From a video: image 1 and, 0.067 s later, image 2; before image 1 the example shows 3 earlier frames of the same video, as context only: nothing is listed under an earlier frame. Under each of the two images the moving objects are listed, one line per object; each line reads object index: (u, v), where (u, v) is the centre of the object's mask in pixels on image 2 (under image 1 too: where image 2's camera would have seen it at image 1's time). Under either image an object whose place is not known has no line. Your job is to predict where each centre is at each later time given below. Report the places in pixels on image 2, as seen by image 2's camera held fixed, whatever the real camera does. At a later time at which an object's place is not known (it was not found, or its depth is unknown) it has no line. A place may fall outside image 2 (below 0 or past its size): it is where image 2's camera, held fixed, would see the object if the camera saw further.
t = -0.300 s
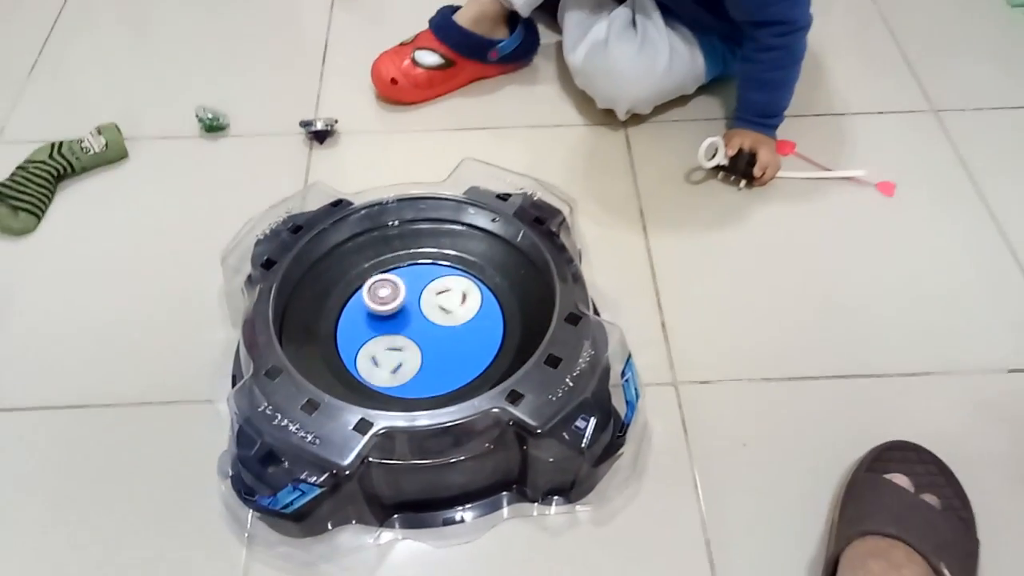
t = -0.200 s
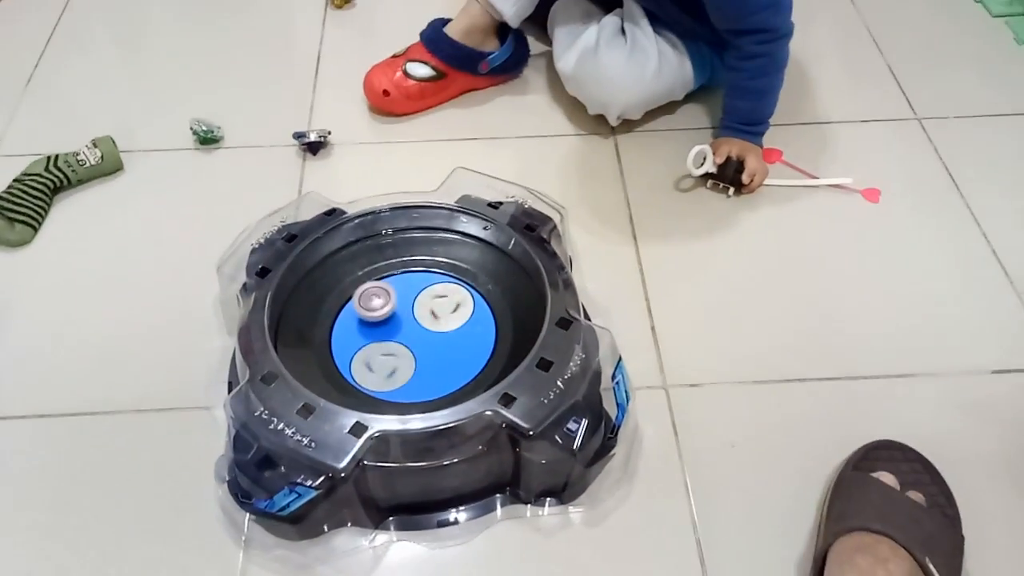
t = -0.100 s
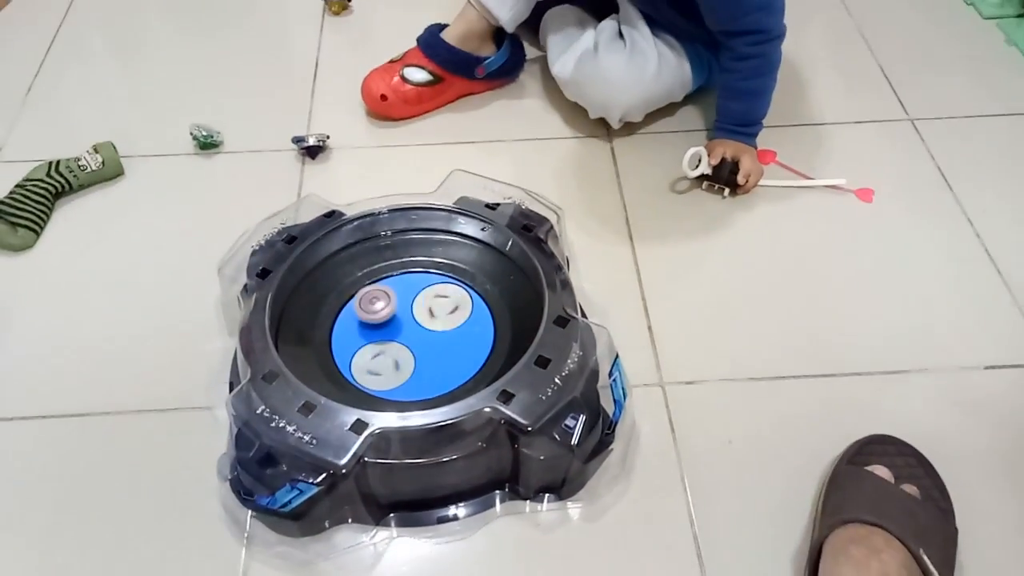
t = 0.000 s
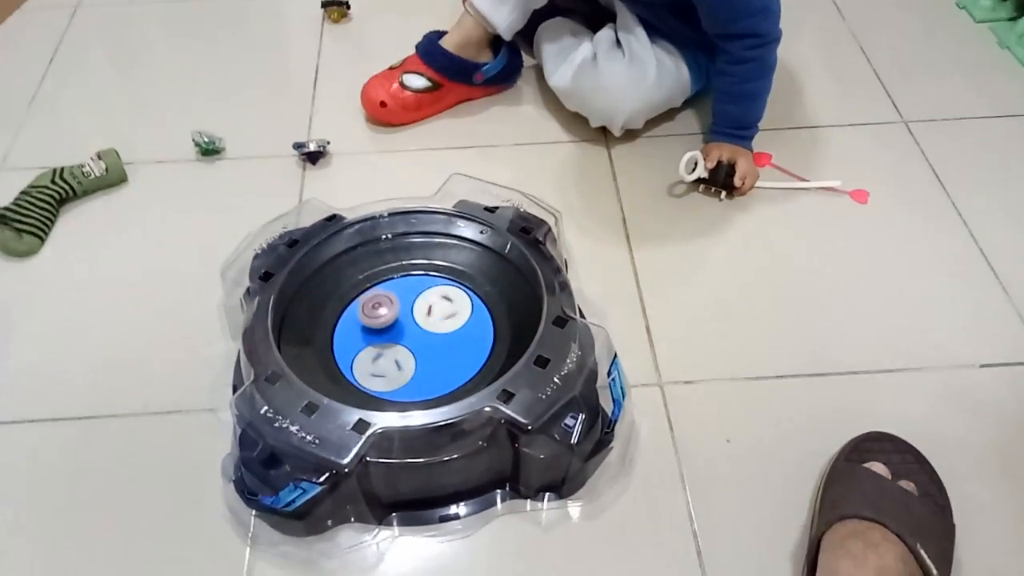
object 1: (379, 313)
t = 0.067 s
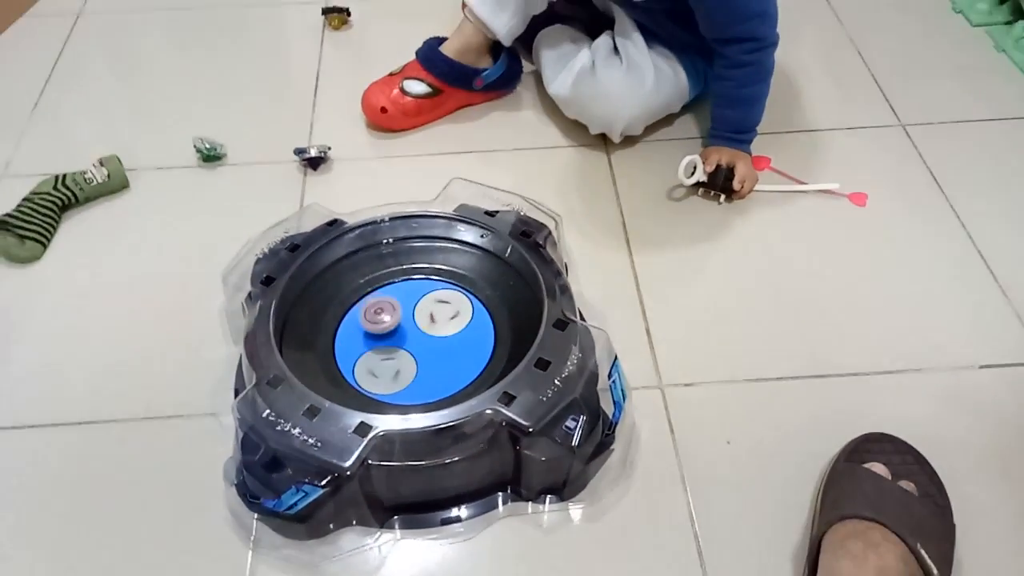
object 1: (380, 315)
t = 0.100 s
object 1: (381, 317)
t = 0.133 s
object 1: (381, 318)
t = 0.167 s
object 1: (382, 318)
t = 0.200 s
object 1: (382, 320)
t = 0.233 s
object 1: (383, 320)
